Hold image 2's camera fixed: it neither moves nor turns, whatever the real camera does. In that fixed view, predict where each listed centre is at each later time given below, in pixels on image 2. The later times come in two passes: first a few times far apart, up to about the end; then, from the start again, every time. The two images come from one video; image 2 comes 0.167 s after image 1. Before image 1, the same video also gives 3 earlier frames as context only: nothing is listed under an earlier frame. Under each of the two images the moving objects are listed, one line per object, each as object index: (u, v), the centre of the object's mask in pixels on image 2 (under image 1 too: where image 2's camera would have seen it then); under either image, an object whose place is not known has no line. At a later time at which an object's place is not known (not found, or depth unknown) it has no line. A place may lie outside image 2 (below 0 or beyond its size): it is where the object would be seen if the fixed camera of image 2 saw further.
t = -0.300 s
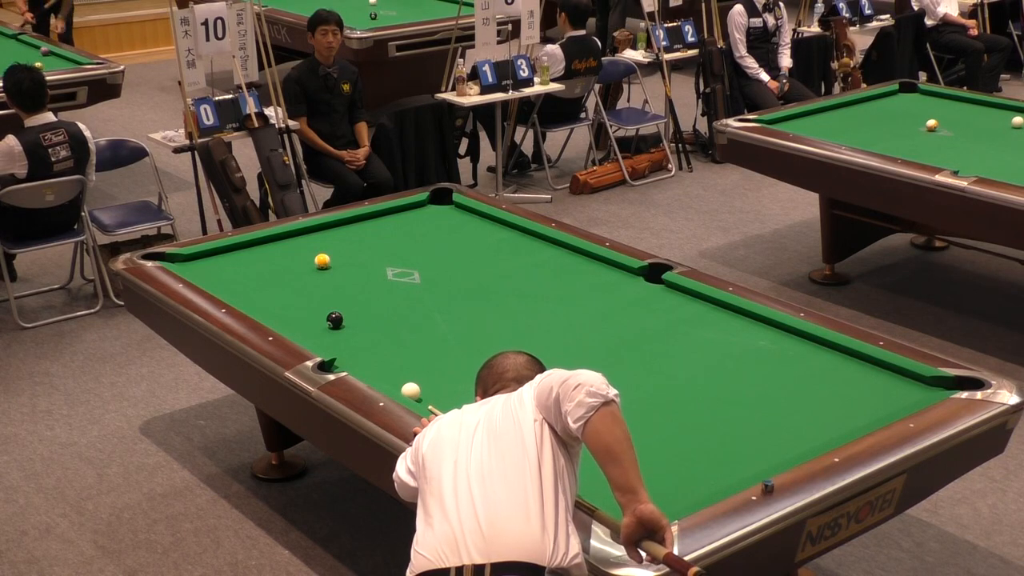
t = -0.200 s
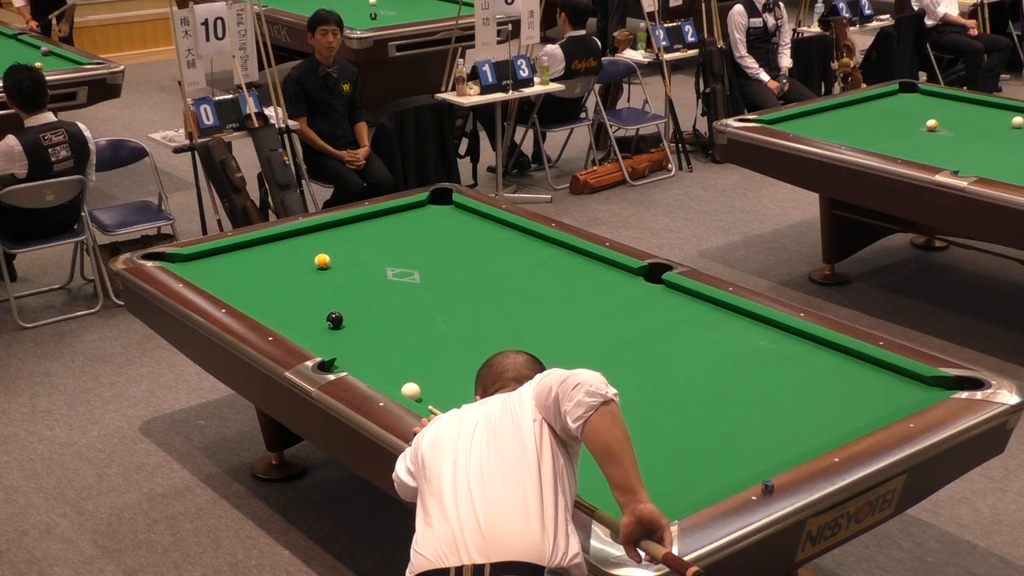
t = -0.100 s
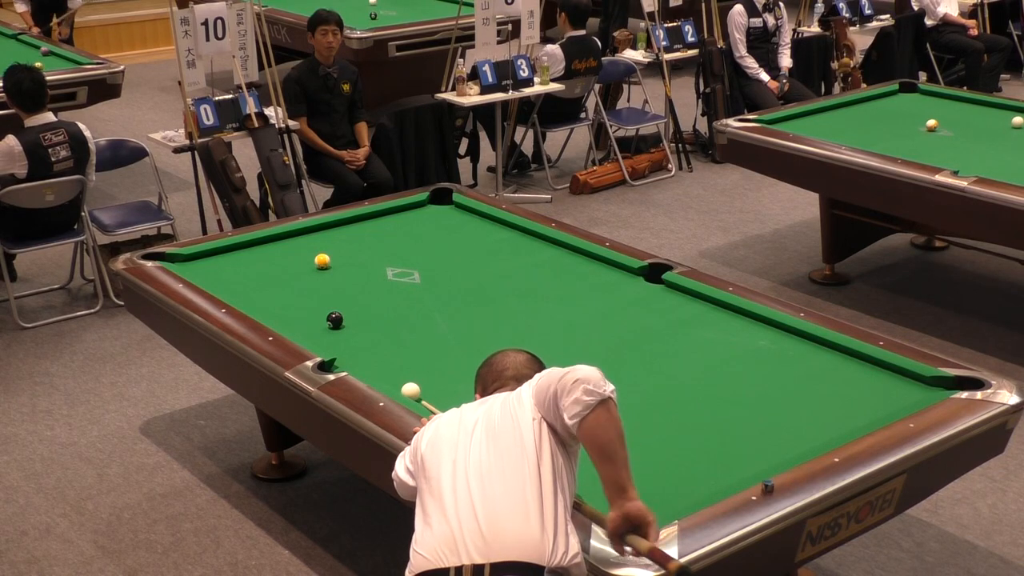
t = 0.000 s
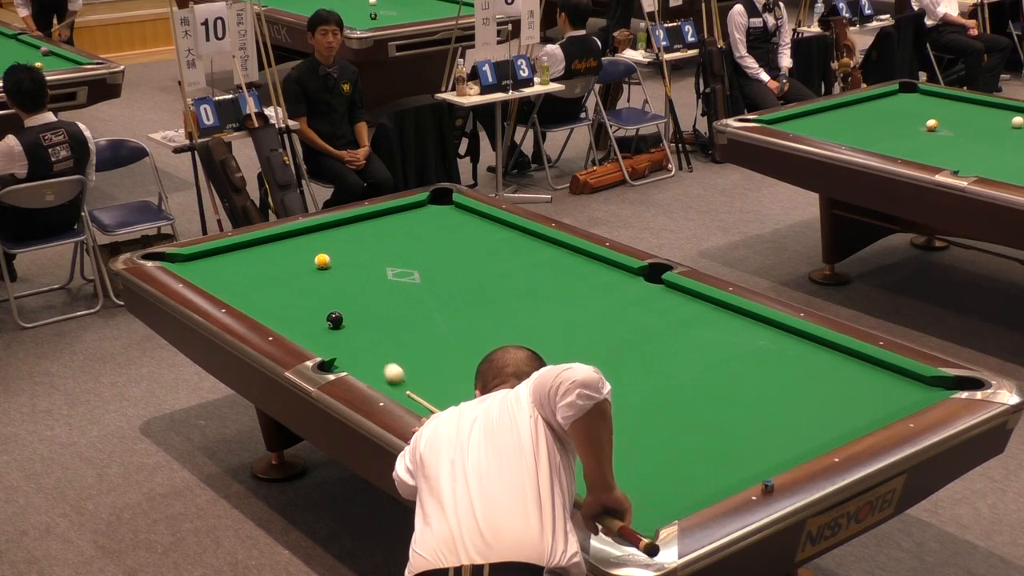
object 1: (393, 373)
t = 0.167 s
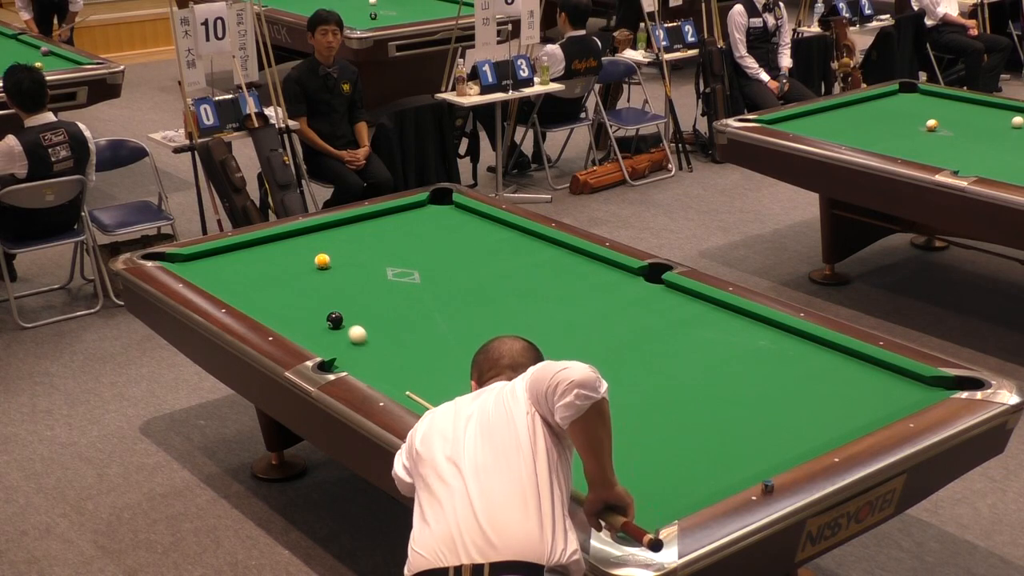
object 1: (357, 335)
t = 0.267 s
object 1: (352, 321)
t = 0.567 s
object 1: (383, 305)
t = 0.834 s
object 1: (408, 293)
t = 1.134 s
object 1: (433, 280)
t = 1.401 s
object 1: (454, 270)
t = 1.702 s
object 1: (475, 260)
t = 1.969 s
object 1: (492, 251)
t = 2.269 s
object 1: (510, 243)
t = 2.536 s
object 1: (524, 236)
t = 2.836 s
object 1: (520, 235)
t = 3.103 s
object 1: (509, 237)
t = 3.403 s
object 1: (498, 239)
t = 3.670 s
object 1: (490, 240)
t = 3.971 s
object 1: (482, 241)
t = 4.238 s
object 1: (477, 242)
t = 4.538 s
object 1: (473, 243)
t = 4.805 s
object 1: (470, 243)
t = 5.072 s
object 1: (469, 244)
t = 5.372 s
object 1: (469, 244)
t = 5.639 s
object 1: (469, 244)
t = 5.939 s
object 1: (469, 244)
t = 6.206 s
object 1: (469, 244)
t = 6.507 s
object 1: (469, 244)
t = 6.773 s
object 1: (469, 244)
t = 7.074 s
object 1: (469, 244)
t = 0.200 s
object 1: (351, 328)
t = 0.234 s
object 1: (348, 323)
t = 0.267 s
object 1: (352, 321)
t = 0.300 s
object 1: (356, 319)
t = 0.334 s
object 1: (360, 317)
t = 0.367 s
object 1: (363, 315)
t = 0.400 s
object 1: (367, 314)
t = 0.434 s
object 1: (370, 312)
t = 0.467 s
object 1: (373, 310)
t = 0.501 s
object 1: (376, 309)
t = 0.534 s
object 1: (380, 307)
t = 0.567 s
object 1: (383, 305)
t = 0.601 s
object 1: (386, 304)
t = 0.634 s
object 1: (389, 302)
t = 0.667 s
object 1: (392, 301)
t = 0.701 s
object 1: (396, 299)
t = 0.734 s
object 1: (399, 297)
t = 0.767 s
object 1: (402, 296)
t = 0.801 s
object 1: (405, 294)
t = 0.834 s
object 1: (408, 293)
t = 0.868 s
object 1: (411, 291)
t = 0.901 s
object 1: (413, 290)
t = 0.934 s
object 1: (416, 289)
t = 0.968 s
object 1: (419, 287)
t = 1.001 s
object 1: (422, 286)
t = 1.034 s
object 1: (425, 284)
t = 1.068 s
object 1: (428, 283)
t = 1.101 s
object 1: (430, 282)
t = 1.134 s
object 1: (433, 280)
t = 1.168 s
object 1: (436, 279)
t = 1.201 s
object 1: (438, 278)
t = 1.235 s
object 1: (441, 276)
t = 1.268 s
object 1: (443, 275)
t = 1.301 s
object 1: (446, 274)
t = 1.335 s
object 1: (449, 273)
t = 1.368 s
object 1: (451, 272)
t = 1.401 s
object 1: (454, 270)
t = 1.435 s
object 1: (456, 269)
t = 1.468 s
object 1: (459, 268)
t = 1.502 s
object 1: (461, 266)
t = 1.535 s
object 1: (463, 266)
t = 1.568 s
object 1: (465, 264)
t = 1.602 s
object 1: (468, 263)
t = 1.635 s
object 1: (470, 262)
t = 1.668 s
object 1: (473, 261)
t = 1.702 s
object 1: (475, 260)
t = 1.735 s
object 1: (477, 259)
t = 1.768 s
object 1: (479, 258)
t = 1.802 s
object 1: (481, 257)
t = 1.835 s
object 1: (483, 256)
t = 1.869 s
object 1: (486, 255)
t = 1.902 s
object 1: (488, 253)
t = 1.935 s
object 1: (489, 252)
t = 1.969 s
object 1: (492, 251)
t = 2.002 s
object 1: (494, 251)
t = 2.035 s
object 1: (496, 250)
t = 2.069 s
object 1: (498, 248)
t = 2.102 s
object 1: (500, 247)
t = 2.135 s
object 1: (502, 247)
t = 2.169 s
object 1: (504, 246)
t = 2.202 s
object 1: (506, 245)
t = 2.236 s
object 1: (508, 244)
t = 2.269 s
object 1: (510, 243)
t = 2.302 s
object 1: (511, 242)
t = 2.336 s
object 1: (513, 241)
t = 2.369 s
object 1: (515, 240)
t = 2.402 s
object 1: (517, 239)
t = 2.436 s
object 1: (519, 239)
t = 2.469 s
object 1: (520, 238)
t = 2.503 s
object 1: (522, 237)
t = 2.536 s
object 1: (524, 236)
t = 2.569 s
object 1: (525, 235)
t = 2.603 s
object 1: (527, 234)
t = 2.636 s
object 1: (529, 234)
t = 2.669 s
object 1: (528, 234)
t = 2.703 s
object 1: (526, 234)
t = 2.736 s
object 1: (525, 234)
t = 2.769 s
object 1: (523, 234)
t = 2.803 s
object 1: (522, 235)
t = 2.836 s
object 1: (520, 235)
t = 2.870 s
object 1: (519, 235)
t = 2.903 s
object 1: (517, 235)
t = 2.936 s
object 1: (516, 235)
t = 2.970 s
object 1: (514, 236)
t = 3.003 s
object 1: (513, 236)
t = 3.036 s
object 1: (512, 236)
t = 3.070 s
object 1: (510, 236)
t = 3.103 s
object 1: (509, 237)
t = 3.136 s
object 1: (508, 237)
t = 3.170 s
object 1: (506, 237)
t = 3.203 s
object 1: (505, 237)
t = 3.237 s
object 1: (504, 237)
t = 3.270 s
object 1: (503, 238)
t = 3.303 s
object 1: (502, 238)
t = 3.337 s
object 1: (500, 238)
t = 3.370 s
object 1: (500, 238)
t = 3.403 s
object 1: (498, 239)
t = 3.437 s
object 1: (497, 239)
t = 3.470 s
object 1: (496, 239)
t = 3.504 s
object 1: (495, 239)
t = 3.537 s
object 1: (494, 239)
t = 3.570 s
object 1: (493, 240)
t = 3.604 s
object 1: (492, 239)
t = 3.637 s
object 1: (491, 240)
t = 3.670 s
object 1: (490, 240)
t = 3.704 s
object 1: (489, 240)
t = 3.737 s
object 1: (488, 240)
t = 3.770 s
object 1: (487, 240)
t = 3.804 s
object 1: (487, 240)
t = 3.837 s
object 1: (486, 240)
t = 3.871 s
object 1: (485, 241)
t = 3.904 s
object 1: (484, 241)
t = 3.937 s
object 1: (483, 241)
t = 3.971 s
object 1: (482, 241)
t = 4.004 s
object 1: (482, 241)
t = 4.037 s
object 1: (481, 241)
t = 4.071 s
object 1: (480, 241)
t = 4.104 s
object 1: (480, 241)
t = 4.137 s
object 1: (479, 241)
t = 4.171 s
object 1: (478, 242)
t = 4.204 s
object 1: (478, 242)
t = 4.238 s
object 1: (477, 242)
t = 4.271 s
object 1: (476, 242)
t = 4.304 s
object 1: (476, 242)
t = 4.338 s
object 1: (475, 242)
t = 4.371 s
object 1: (475, 242)
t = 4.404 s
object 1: (474, 242)
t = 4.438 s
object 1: (474, 242)
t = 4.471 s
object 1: (474, 243)
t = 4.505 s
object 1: (473, 242)
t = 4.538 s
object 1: (473, 243)
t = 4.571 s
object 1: (472, 243)
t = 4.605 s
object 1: (472, 243)
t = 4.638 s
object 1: (472, 243)
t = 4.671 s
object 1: (471, 243)
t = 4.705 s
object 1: (471, 243)
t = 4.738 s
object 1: (471, 243)
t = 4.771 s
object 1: (471, 243)
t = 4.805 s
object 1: (470, 243)
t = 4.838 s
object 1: (470, 243)
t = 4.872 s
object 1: (470, 243)
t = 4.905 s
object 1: (470, 243)
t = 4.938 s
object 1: (469, 243)
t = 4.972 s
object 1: (469, 243)
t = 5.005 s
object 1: (469, 244)
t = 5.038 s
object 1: (469, 244)
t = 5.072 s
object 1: (469, 244)
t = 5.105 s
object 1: (469, 244)
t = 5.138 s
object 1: (469, 244)
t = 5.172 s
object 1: (469, 244)
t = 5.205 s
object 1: (469, 244)
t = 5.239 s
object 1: (469, 244)
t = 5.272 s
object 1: (469, 244)
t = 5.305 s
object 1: (469, 244)
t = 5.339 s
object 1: (469, 244)
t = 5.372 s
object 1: (469, 244)
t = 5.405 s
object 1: (469, 244)
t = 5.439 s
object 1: (469, 244)
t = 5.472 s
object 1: (469, 244)
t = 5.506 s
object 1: (469, 244)
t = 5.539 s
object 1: (469, 244)
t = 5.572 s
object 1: (469, 244)
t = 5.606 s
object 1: (469, 244)
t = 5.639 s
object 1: (469, 244)
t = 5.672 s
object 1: (469, 244)
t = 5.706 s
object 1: (469, 244)
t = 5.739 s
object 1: (469, 244)
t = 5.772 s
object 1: (469, 244)
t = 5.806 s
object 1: (469, 244)
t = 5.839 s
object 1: (469, 244)
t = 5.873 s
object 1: (469, 244)
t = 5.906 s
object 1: (469, 244)
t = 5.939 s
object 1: (469, 244)
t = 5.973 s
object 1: (469, 244)
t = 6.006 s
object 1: (469, 244)
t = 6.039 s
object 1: (469, 244)
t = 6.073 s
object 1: (469, 244)
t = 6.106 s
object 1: (469, 244)
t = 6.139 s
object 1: (469, 244)
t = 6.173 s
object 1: (469, 244)
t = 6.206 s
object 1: (469, 244)
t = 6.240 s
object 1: (469, 244)
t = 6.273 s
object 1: (469, 244)
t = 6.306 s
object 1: (469, 244)
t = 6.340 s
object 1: (469, 244)
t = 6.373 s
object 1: (469, 244)
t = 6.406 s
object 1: (469, 244)
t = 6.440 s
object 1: (469, 244)
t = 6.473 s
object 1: (469, 244)
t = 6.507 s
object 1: (469, 244)
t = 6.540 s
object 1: (469, 244)
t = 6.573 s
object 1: (469, 244)
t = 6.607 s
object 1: (469, 244)
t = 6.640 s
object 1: (469, 244)
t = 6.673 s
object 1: (469, 244)
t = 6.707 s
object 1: (469, 244)
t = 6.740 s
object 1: (469, 244)
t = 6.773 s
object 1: (469, 244)
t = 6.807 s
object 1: (469, 244)
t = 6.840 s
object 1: (469, 244)
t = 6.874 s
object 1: (469, 244)
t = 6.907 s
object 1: (469, 244)
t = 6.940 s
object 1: (469, 244)
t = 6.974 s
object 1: (469, 244)
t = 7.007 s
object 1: (469, 244)
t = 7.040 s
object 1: (469, 244)
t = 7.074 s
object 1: (469, 244)
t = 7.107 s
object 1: (469, 244)
